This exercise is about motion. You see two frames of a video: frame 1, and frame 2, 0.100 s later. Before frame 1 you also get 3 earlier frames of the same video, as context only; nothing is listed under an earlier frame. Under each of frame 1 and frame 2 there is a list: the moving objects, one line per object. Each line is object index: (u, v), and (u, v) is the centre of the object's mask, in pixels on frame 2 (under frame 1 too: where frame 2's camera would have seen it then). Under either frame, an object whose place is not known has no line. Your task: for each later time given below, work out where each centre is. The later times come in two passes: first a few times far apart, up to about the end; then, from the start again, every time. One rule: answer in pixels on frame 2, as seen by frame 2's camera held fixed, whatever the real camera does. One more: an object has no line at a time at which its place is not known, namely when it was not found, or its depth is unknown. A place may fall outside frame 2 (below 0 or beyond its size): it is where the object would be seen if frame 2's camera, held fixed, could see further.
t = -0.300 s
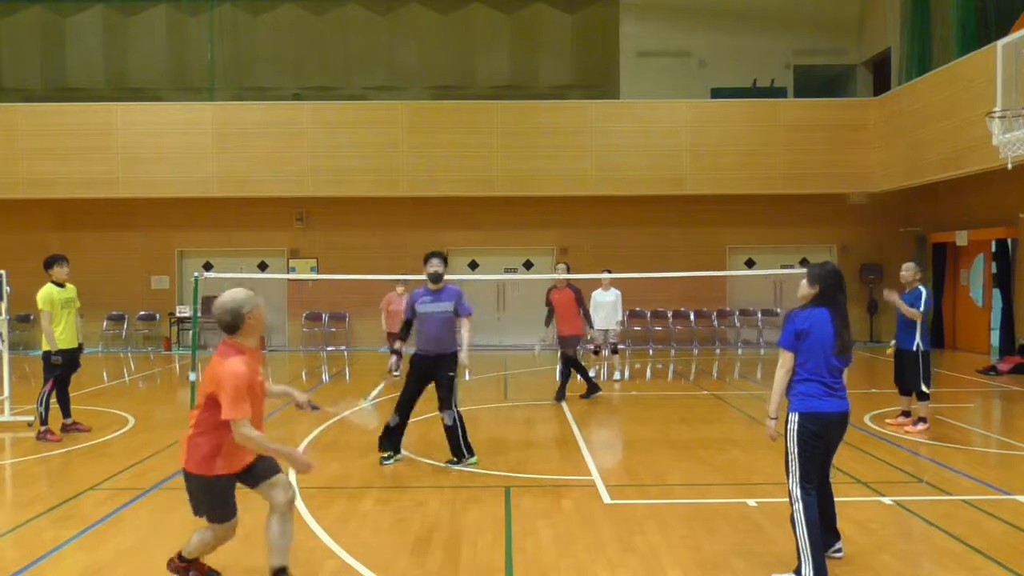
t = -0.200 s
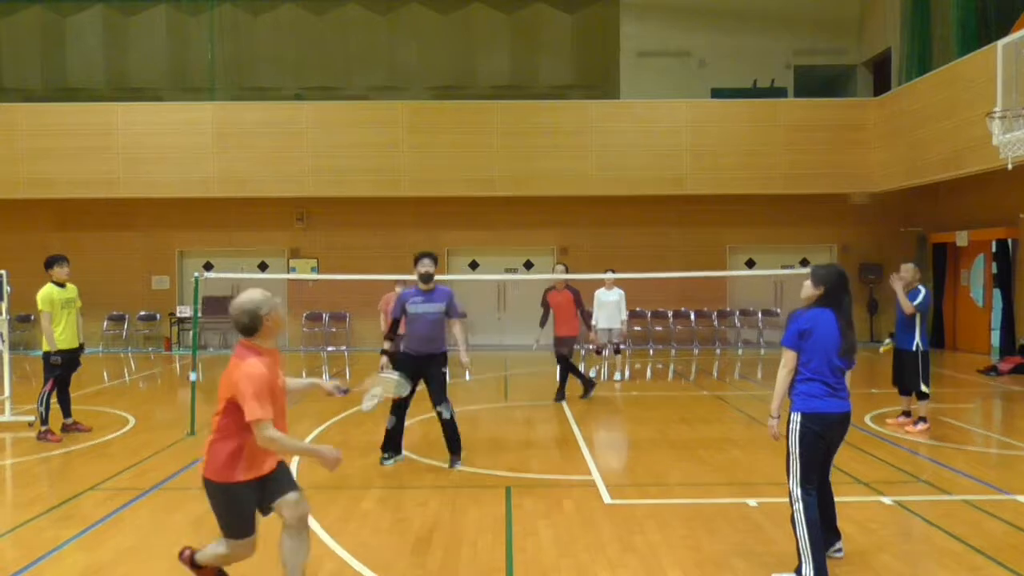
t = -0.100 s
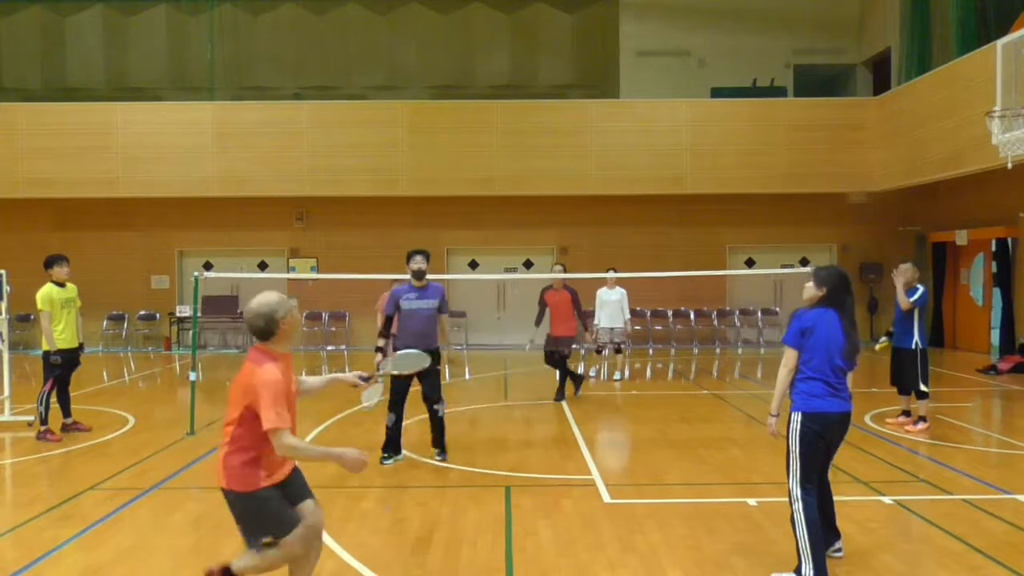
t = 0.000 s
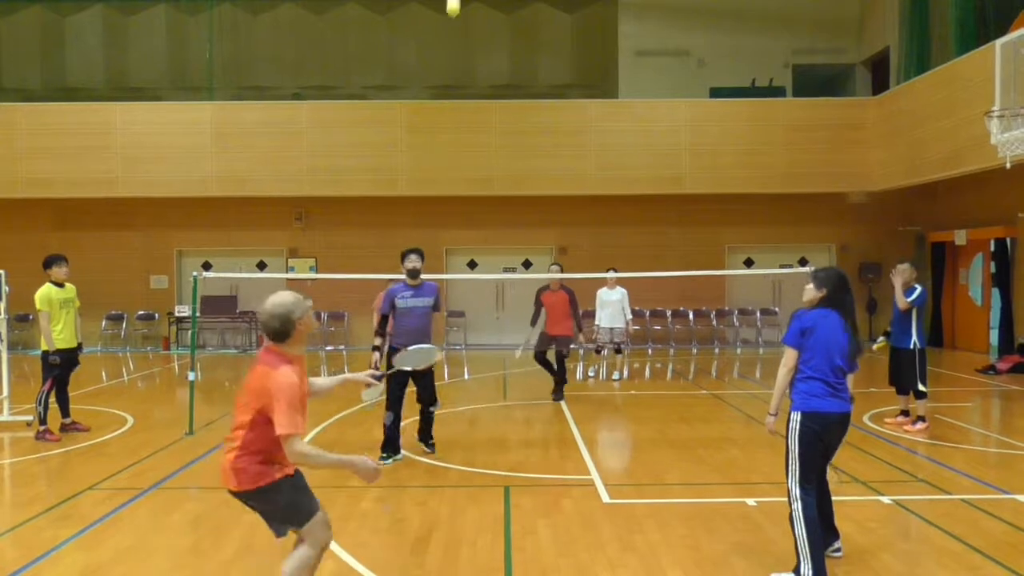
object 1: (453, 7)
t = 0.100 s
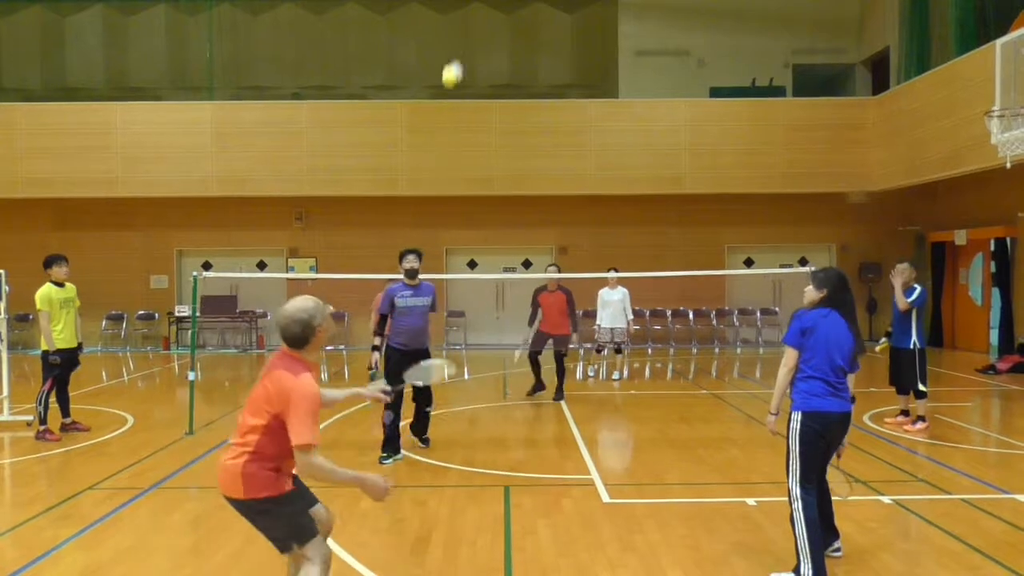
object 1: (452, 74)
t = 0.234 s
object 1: (445, 195)
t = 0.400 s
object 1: (439, 393)
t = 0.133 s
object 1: (451, 101)
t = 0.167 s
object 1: (449, 130)
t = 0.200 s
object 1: (447, 161)
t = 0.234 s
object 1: (445, 195)
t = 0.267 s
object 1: (443, 230)
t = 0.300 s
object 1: (441, 269)
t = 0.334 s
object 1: (441, 310)
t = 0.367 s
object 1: (440, 351)
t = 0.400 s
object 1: (439, 393)
